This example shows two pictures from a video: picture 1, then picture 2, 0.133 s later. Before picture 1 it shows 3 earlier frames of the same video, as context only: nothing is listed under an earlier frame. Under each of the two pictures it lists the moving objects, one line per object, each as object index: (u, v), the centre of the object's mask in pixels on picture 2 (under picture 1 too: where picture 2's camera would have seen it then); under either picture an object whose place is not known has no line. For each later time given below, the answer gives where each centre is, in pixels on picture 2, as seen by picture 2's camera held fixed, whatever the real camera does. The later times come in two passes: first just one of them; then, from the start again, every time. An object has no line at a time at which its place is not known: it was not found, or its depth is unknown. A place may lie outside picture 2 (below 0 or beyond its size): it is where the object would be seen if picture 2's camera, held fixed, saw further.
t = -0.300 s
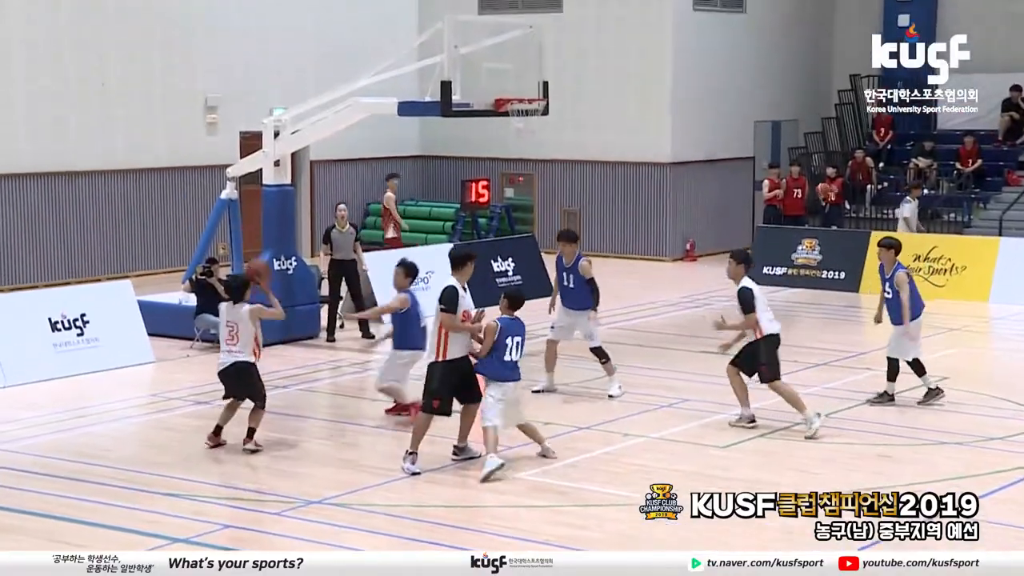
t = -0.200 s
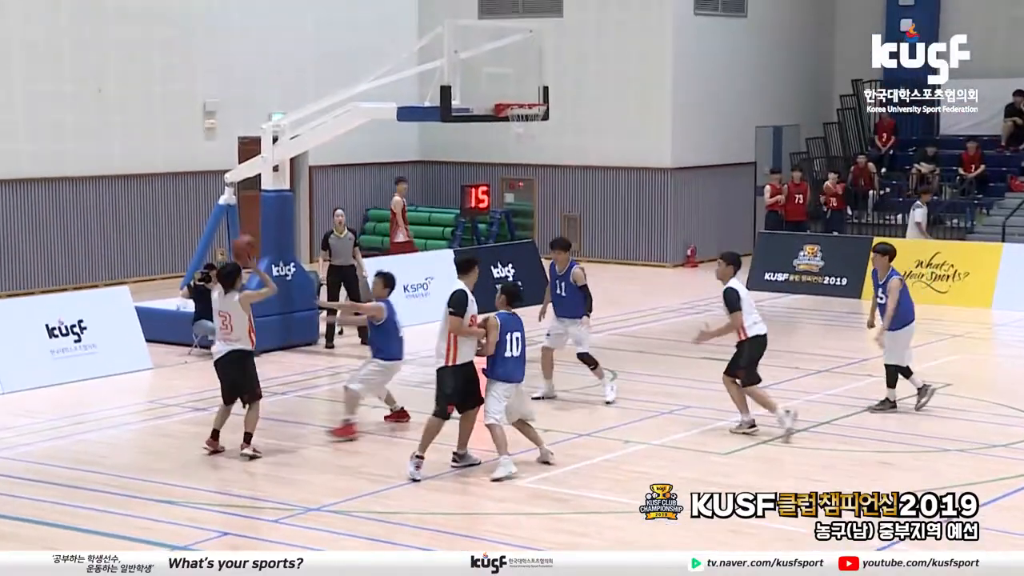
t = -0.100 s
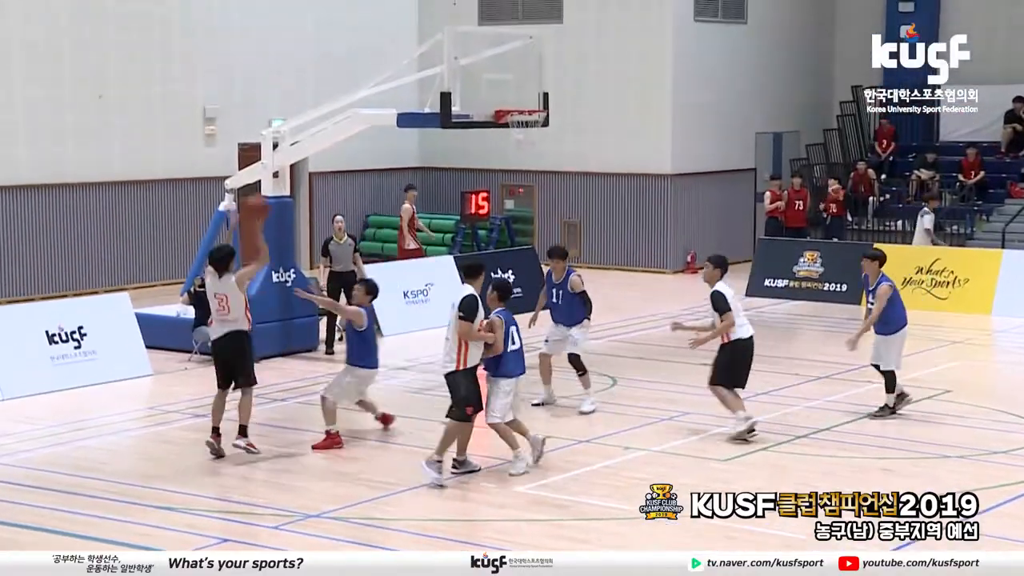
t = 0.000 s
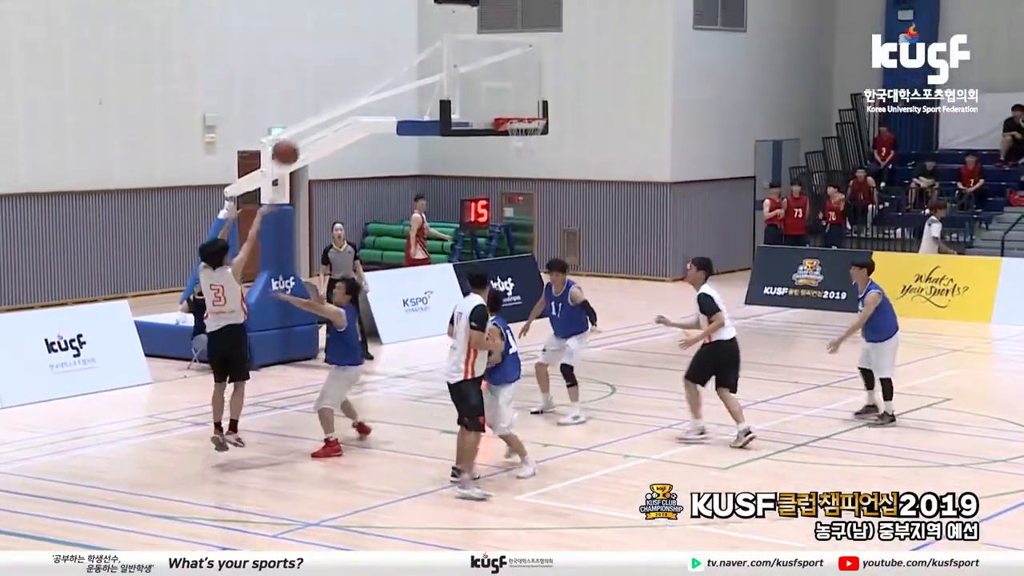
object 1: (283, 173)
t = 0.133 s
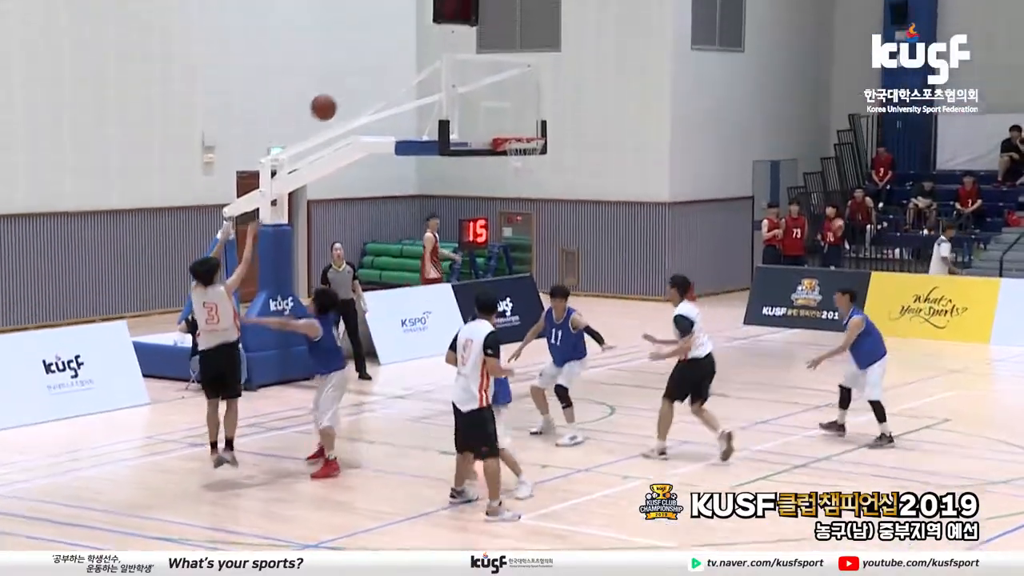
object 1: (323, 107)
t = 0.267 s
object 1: (360, 64)
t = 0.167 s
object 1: (333, 94)
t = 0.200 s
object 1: (341, 83)
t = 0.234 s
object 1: (351, 72)
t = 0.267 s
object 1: (360, 64)
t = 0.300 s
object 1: (369, 56)
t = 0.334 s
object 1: (378, 49)
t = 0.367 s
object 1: (386, 44)
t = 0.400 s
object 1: (395, 40)
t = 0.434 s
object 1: (403, 37)
